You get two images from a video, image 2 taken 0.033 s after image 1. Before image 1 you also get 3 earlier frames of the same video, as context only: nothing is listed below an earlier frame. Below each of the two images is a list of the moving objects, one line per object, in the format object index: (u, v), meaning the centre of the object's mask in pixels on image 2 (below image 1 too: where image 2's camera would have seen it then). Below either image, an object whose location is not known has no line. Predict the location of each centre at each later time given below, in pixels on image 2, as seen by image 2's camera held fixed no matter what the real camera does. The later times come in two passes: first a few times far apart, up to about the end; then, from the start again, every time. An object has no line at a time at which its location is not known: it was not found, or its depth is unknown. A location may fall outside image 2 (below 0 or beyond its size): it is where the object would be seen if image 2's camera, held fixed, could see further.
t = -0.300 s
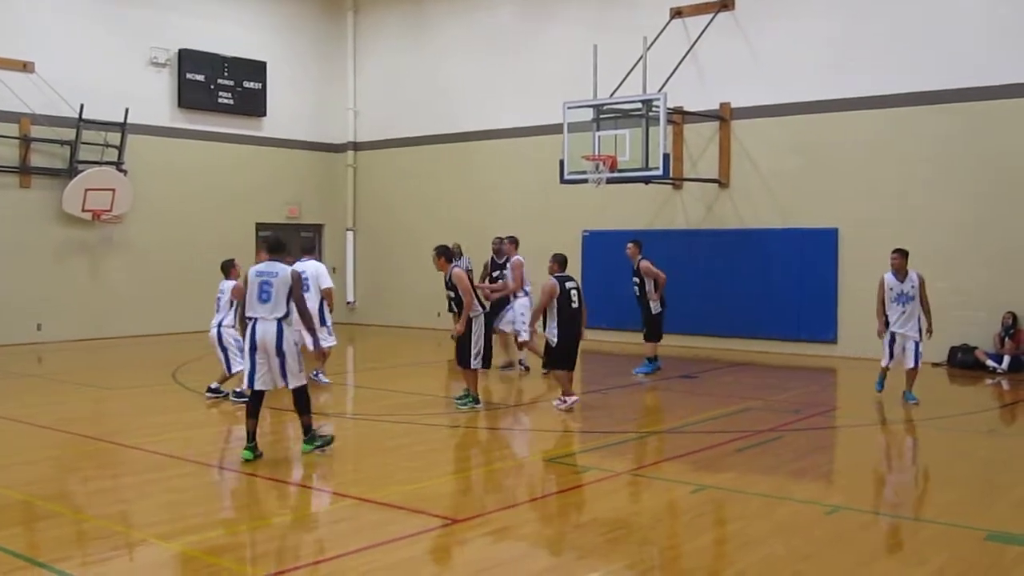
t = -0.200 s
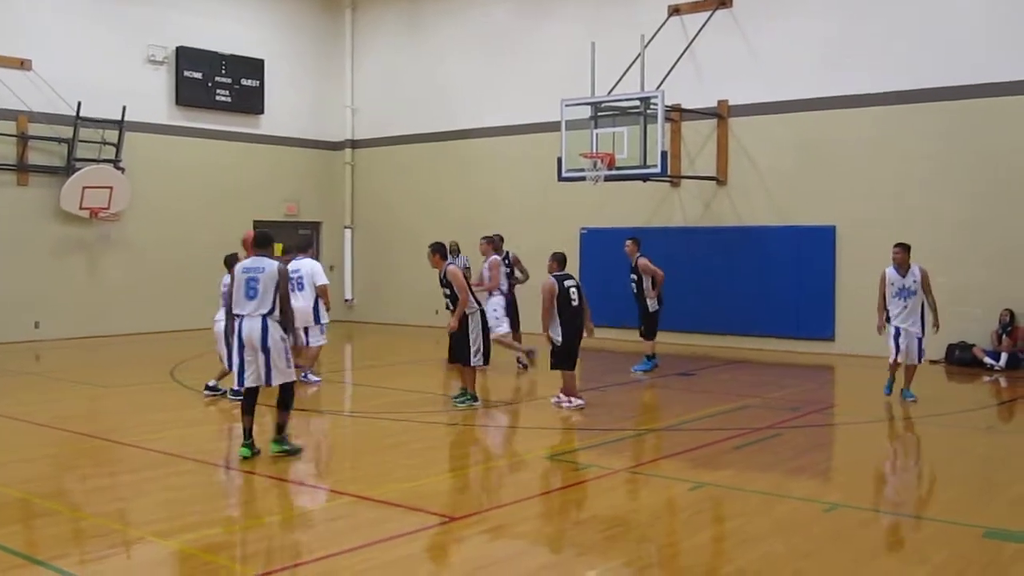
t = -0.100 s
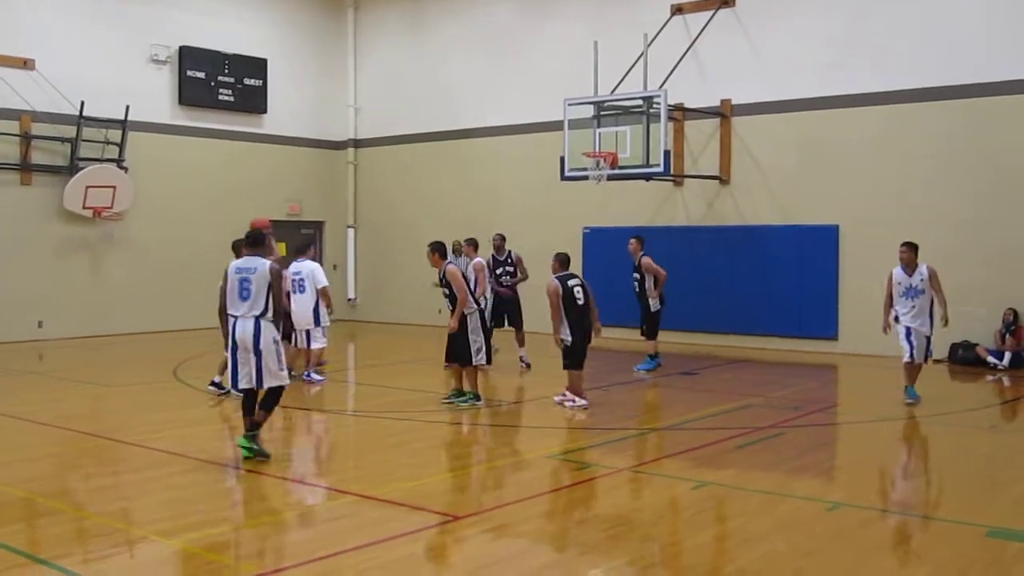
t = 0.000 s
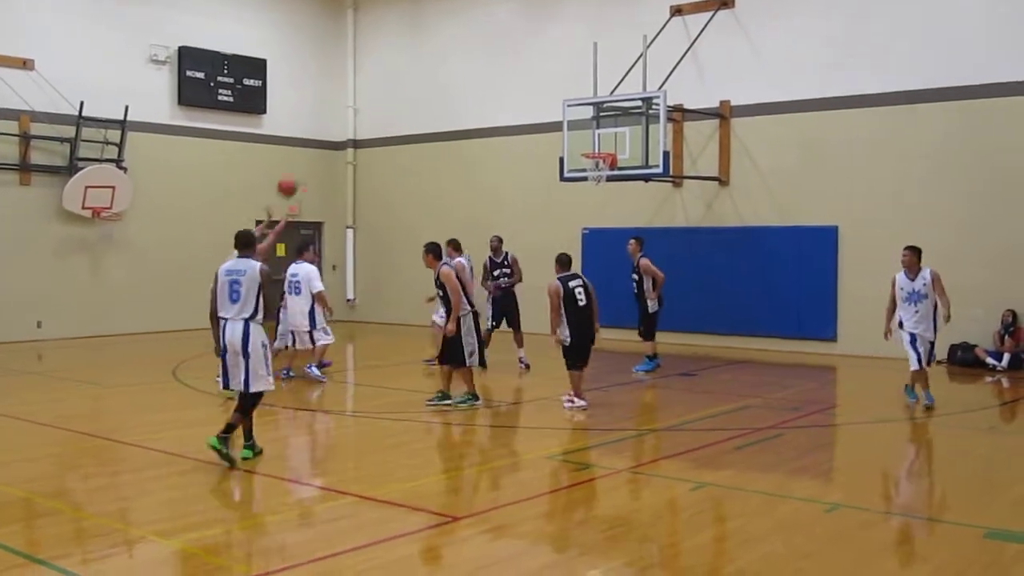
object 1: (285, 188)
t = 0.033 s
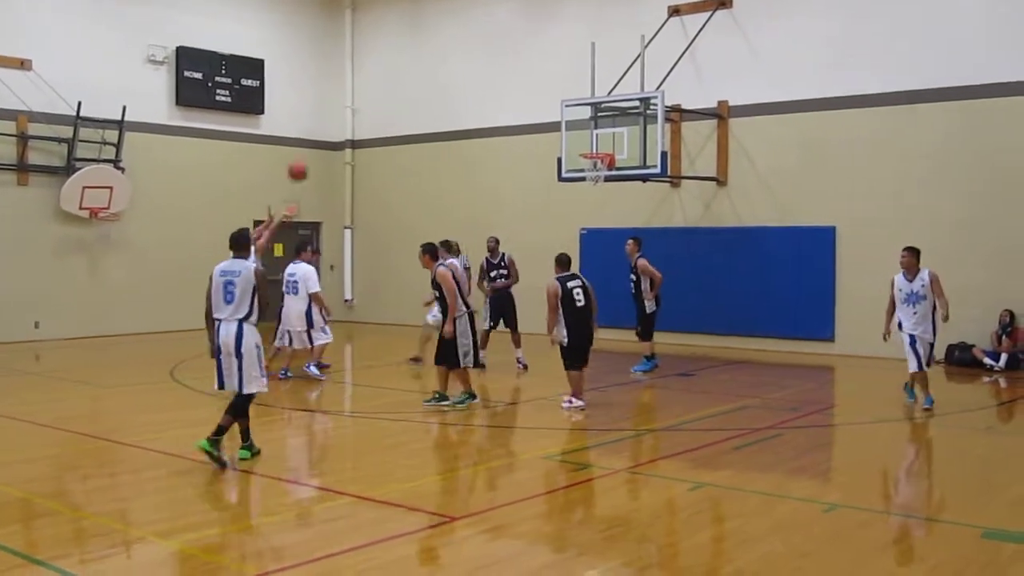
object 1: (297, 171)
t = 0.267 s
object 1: (380, 94)
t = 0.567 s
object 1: (469, 67)
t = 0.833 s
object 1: (537, 98)
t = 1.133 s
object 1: (571, 158)
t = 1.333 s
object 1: (538, 193)
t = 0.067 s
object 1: (310, 156)
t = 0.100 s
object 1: (323, 143)
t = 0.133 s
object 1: (335, 129)
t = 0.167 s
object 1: (346, 119)
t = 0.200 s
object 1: (357, 110)
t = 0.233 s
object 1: (369, 101)
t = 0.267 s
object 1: (380, 94)
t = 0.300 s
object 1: (390, 87)
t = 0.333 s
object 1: (401, 81)
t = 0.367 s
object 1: (411, 76)
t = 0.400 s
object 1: (421, 72)
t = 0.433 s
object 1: (431, 69)
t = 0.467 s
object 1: (441, 68)
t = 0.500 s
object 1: (451, 66)
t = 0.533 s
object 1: (460, 66)
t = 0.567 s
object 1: (469, 67)
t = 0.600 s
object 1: (478, 68)
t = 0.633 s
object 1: (487, 70)
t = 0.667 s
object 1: (496, 73)
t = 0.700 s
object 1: (505, 77)
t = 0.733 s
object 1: (513, 81)
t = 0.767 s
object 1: (521, 86)
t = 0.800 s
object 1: (529, 92)
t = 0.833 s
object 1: (537, 98)
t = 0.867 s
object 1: (545, 105)
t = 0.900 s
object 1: (553, 113)
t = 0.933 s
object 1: (560, 121)
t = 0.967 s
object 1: (568, 129)
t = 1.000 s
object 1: (576, 140)
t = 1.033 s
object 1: (583, 150)
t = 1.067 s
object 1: (581, 153)
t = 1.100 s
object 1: (576, 155)
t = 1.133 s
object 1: (571, 158)
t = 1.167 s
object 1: (565, 161)
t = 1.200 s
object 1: (560, 166)
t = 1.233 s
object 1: (554, 172)
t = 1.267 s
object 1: (549, 178)
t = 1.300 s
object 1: (543, 185)
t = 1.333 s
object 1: (538, 193)
